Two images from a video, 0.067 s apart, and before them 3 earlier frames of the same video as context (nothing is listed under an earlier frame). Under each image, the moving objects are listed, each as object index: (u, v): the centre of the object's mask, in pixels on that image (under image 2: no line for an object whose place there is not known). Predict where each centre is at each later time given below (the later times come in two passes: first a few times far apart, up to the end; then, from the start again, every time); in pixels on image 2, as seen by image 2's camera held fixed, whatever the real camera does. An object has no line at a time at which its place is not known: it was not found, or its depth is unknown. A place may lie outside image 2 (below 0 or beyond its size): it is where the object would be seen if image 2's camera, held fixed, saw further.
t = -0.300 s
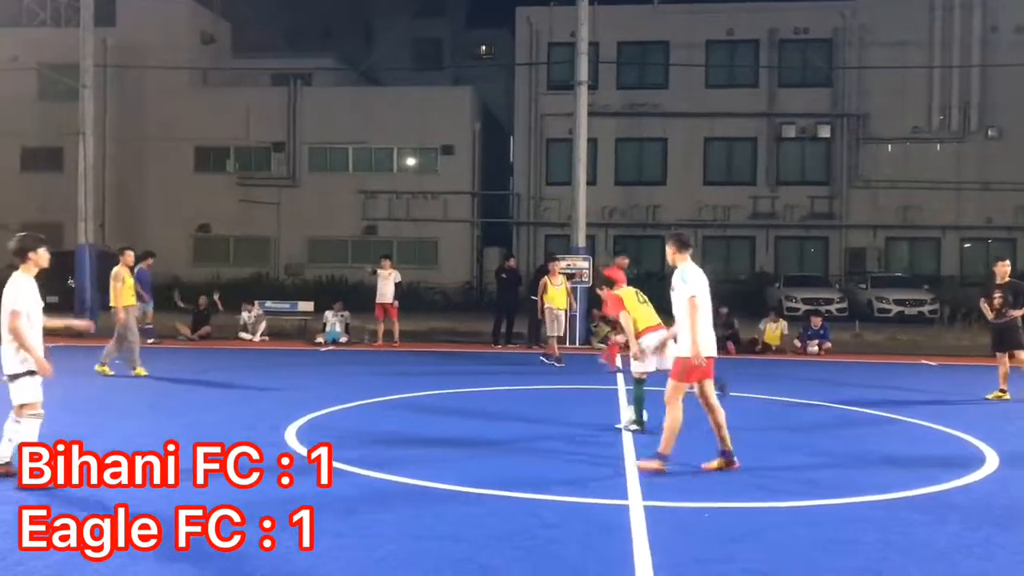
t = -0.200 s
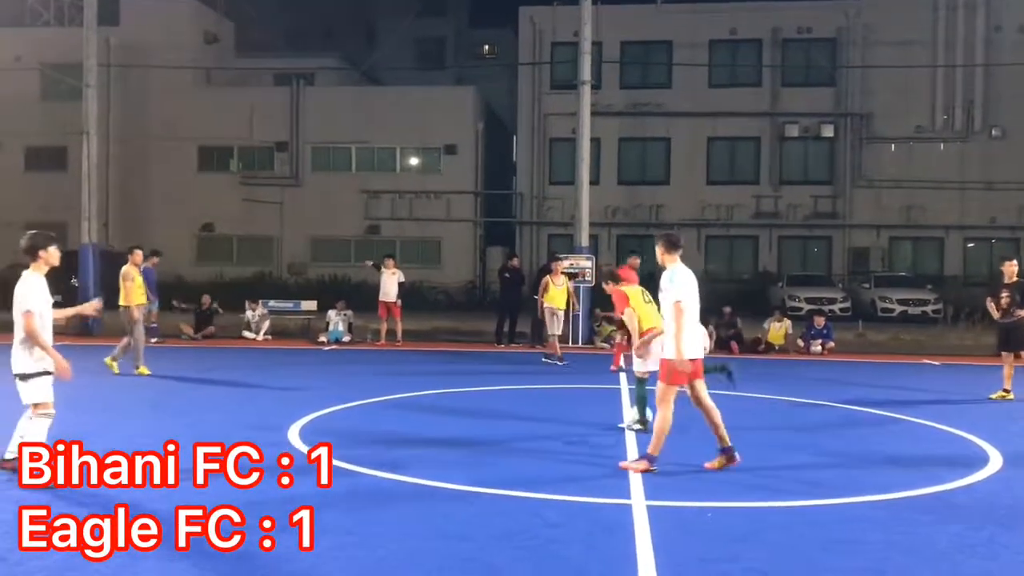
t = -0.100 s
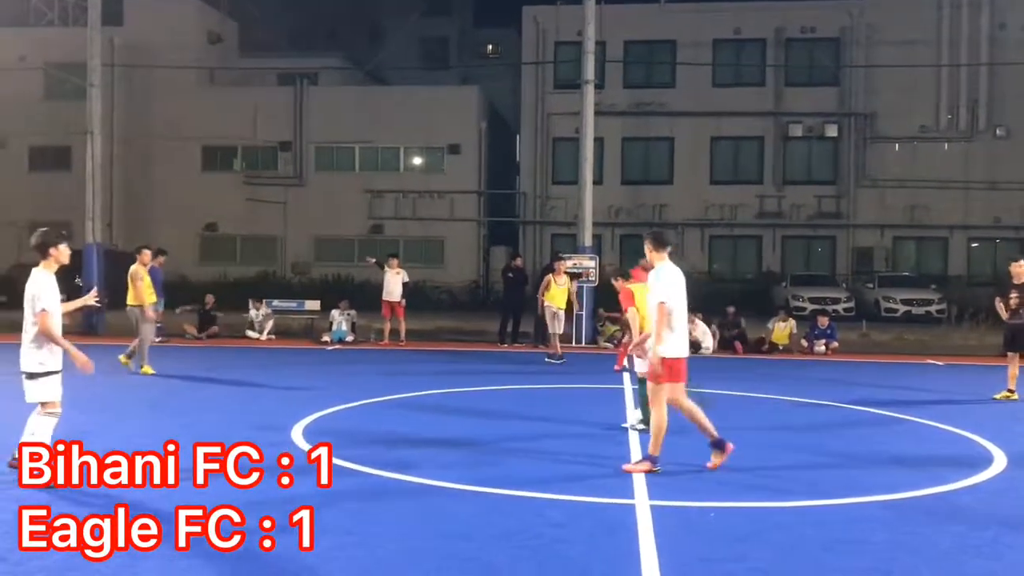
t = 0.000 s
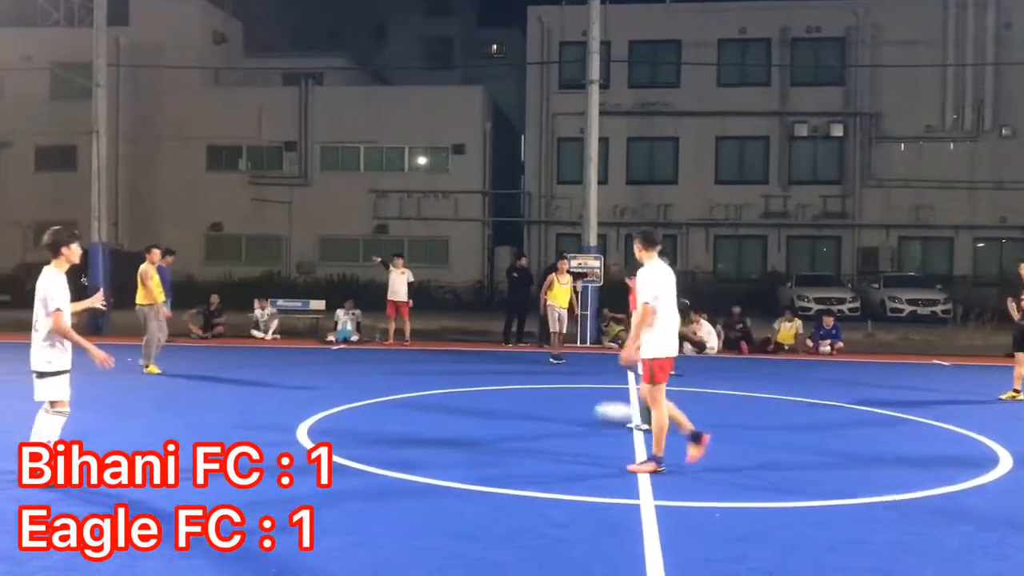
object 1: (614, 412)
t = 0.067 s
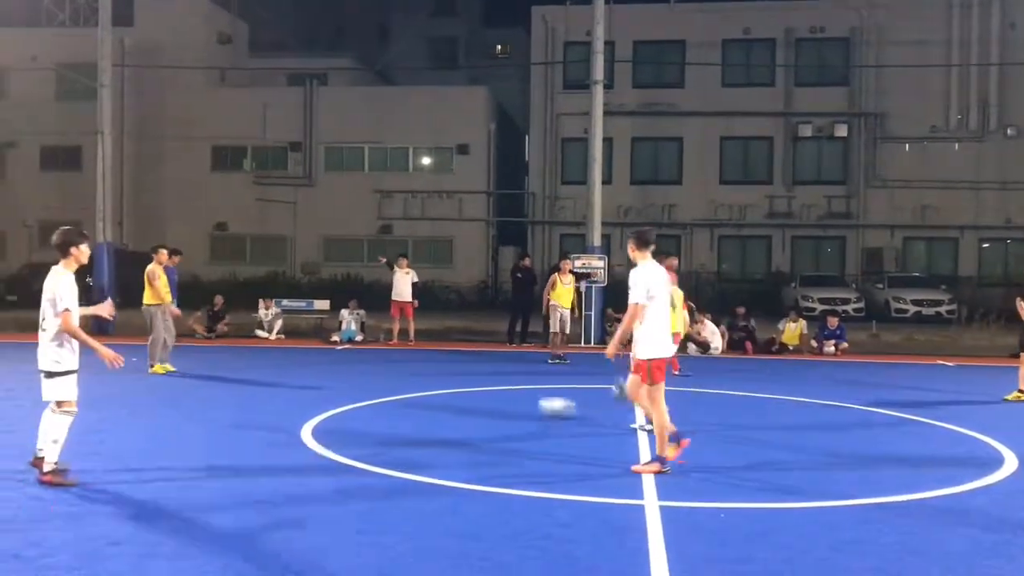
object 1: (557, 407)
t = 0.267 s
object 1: (406, 394)
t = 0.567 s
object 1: (242, 382)
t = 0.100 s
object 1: (528, 405)
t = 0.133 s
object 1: (501, 402)
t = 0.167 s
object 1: (475, 400)
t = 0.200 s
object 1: (451, 399)
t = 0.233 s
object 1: (427, 396)
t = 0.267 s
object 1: (406, 394)
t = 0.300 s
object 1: (382, 392)
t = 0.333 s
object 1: (362, 390)
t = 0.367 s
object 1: (343, 389)
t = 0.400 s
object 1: (323, 388)
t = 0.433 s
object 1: (306, 387)
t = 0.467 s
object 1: (289, 385)
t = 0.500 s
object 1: (272, 384)
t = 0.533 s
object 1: (257, 383)
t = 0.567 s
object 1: (242, 382)
